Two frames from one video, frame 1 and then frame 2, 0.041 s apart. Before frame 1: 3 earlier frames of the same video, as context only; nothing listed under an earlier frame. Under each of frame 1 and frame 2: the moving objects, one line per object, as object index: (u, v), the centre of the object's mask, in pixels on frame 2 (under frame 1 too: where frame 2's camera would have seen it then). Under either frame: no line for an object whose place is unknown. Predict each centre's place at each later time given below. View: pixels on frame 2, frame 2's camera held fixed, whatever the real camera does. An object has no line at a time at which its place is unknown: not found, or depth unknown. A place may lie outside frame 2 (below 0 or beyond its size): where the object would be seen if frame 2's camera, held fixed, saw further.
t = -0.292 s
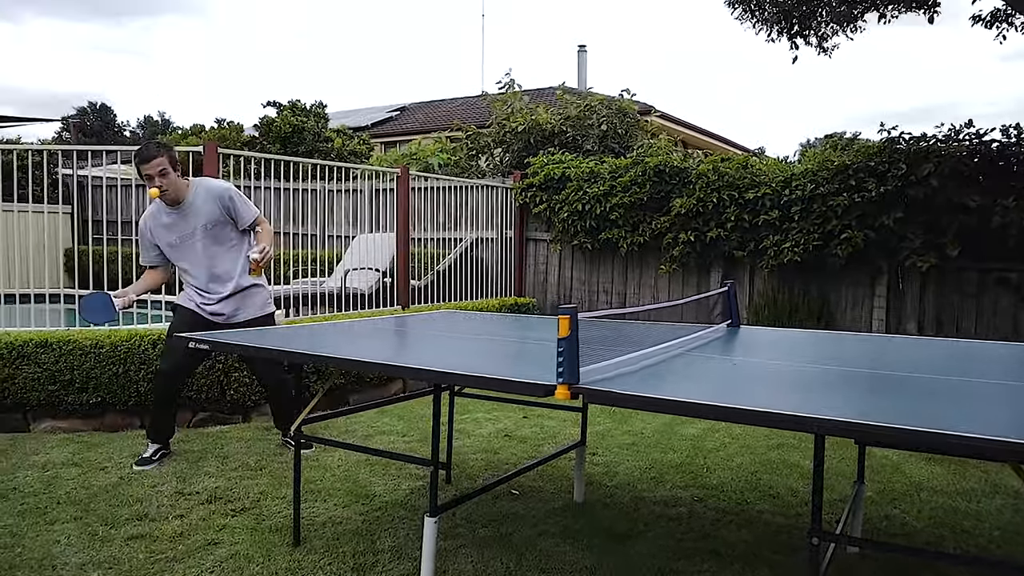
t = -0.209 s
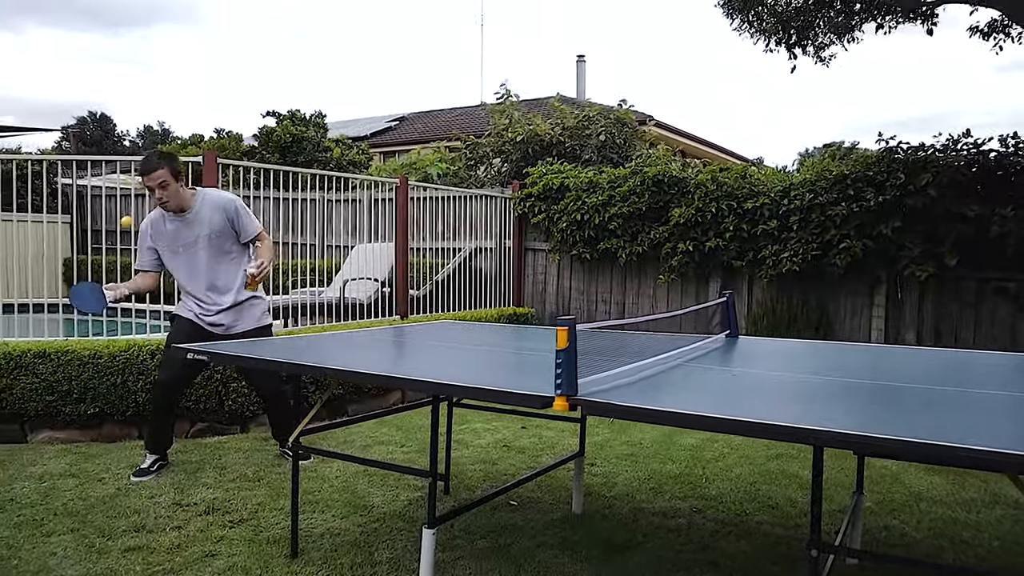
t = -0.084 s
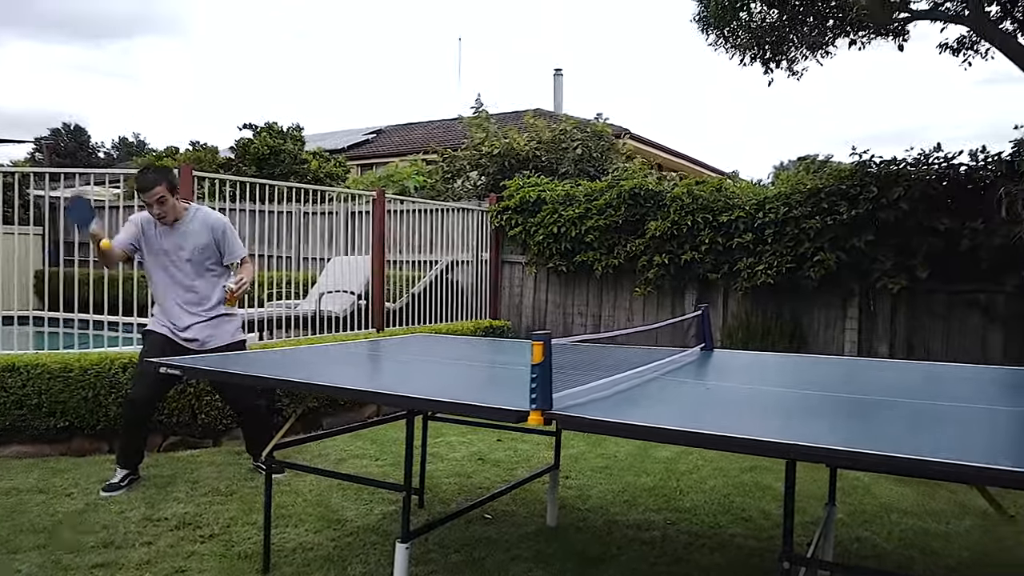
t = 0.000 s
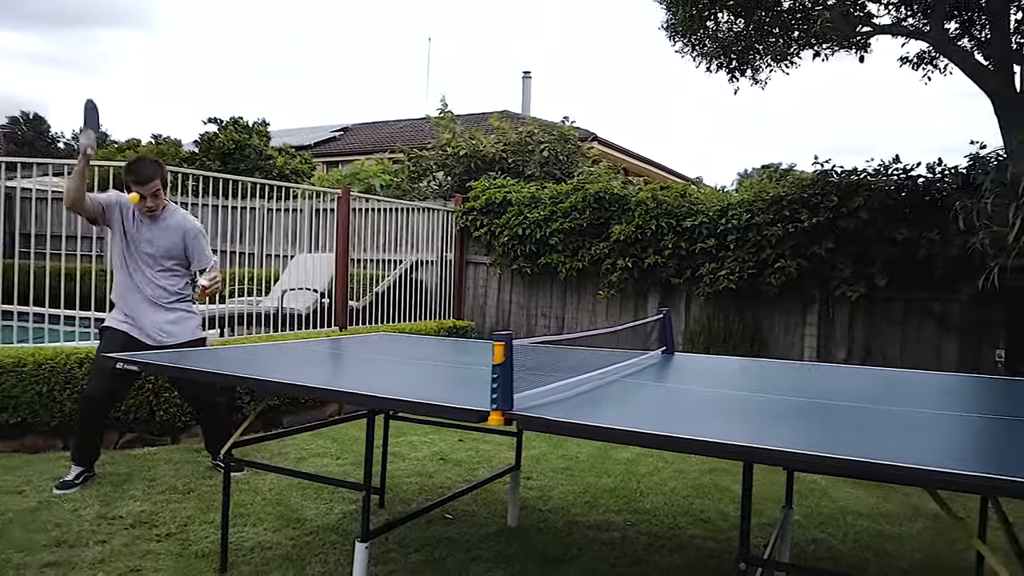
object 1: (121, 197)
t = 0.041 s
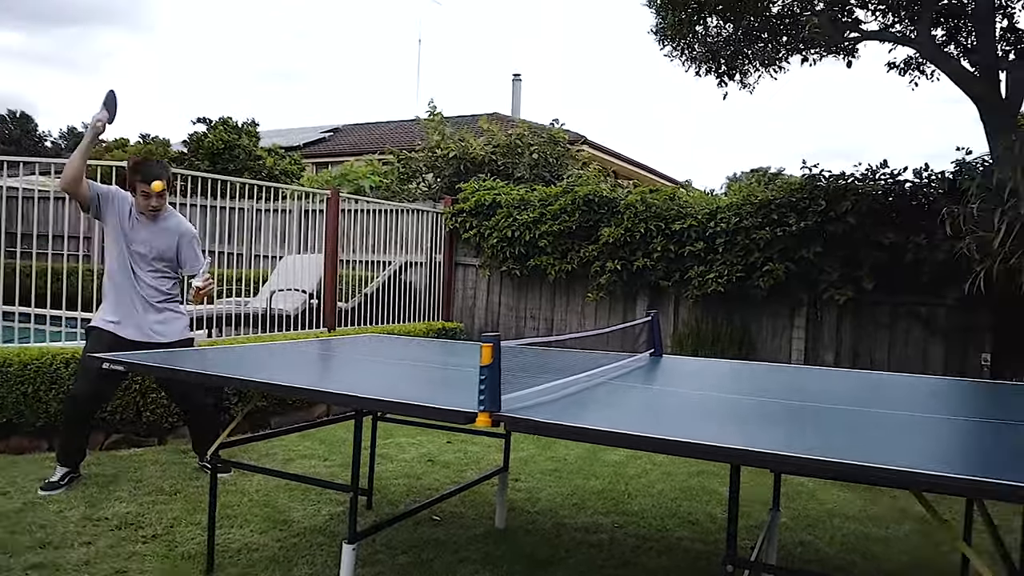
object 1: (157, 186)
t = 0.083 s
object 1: (210, 178)
